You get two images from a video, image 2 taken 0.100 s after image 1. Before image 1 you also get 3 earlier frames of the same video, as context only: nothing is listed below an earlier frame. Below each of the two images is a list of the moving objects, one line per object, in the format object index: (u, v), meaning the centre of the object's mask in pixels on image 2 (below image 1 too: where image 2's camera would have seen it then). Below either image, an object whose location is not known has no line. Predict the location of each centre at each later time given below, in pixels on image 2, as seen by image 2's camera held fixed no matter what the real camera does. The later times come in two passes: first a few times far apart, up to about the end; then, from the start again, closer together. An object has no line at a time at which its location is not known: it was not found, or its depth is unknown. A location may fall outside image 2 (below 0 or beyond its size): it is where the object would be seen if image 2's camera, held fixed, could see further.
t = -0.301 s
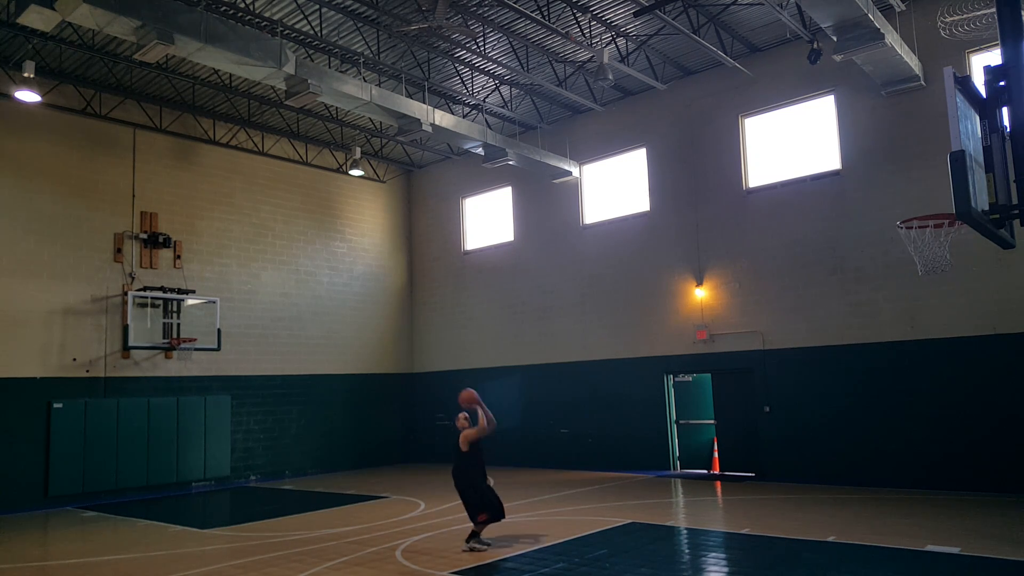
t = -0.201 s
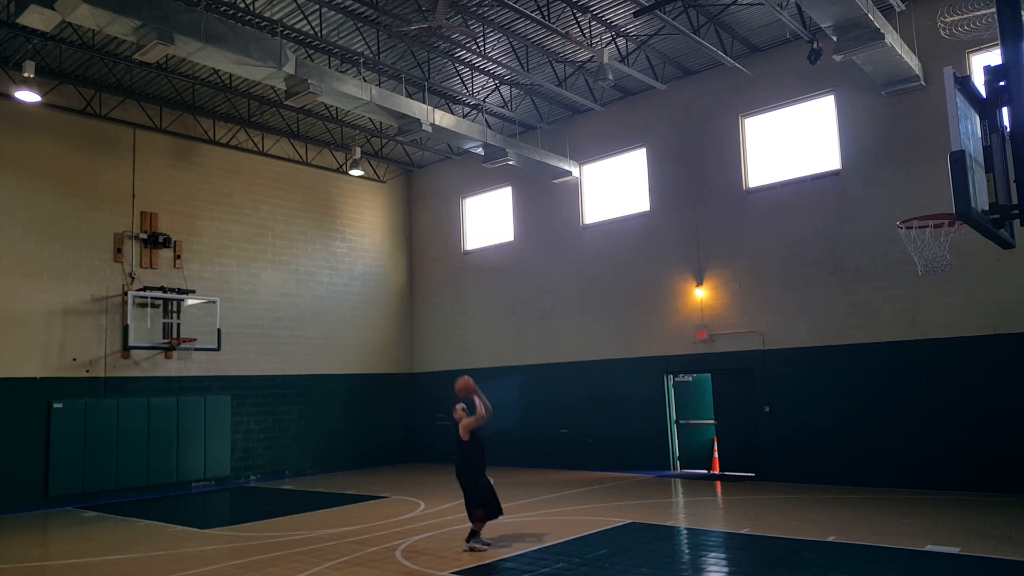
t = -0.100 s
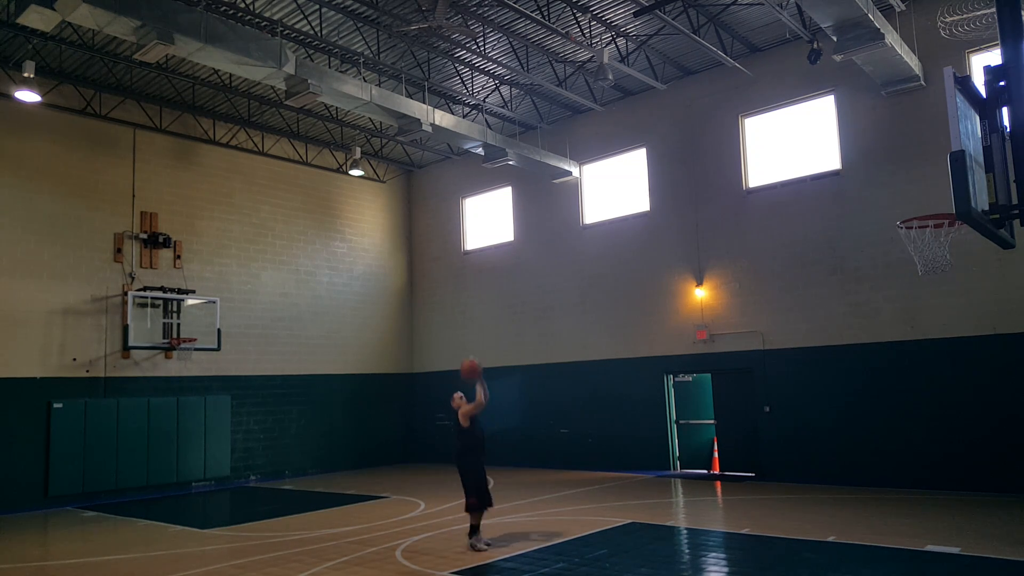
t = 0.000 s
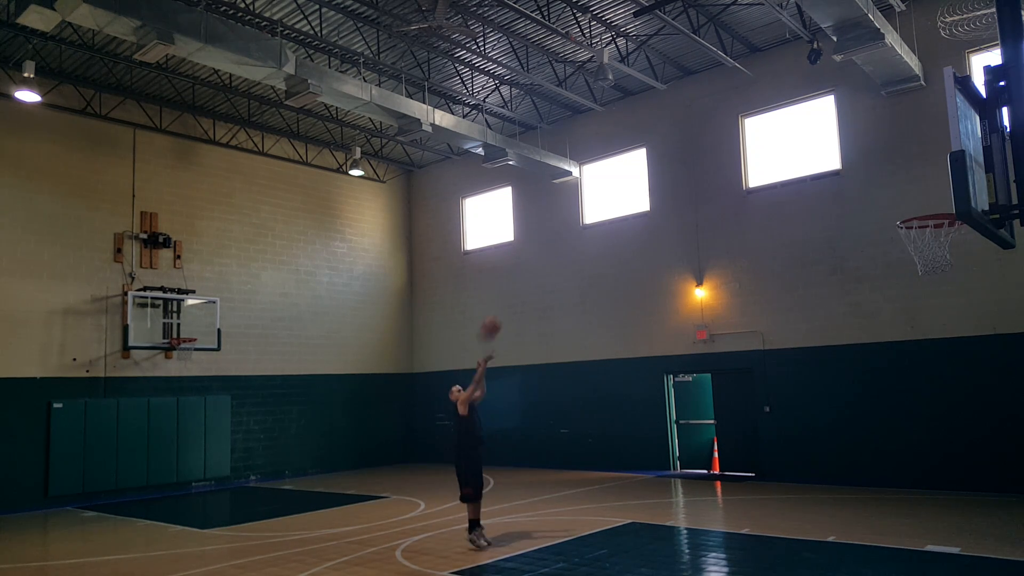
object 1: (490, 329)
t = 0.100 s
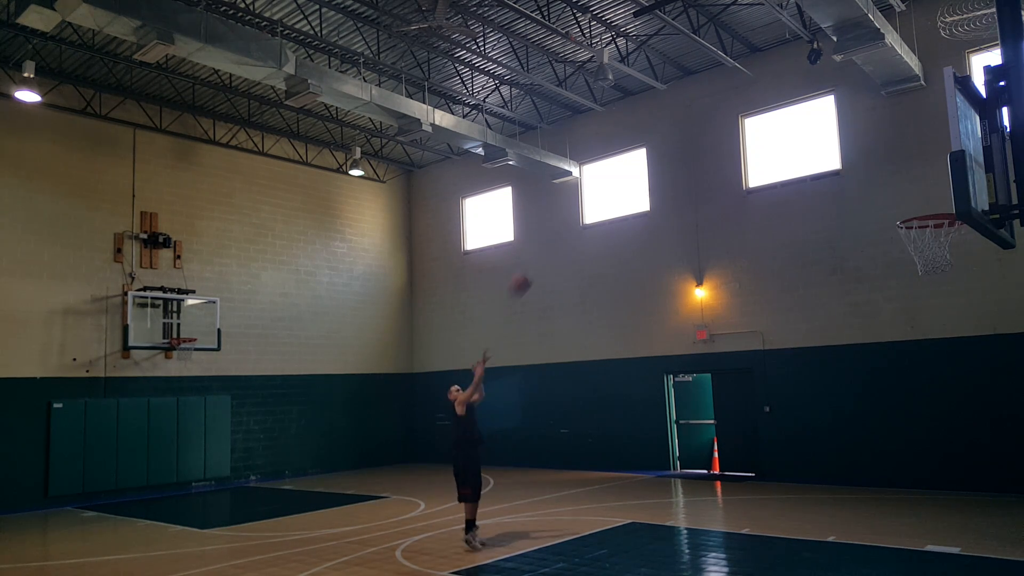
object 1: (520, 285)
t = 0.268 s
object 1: (576, 224)
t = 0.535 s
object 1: (680, 169)
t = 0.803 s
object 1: (811, 179)
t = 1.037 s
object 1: (874, 197)
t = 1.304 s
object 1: (819, 180)
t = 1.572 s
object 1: (774, 235)
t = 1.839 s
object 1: (738, 359)
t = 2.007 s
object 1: (721, 466)
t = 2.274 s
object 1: (697, 470)
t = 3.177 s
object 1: (664, 458)
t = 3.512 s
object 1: (653, 489)
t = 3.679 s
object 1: (640, 449)
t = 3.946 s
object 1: (624, 443)
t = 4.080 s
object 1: (618, 465)
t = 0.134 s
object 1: (531, 271)
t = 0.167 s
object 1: (541, 259)
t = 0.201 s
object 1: (553, 247)
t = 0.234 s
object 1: (565, 237)
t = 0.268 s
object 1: (576, 224)
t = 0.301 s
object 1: (589, 213)
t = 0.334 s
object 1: (602, 203)
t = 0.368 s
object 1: (615, 195)
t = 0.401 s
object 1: (627, 188)
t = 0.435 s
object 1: (641, 182)
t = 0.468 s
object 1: (655, 177)
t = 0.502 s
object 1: (668, 172)
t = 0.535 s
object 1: (680, 169)
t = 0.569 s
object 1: (696, 166)
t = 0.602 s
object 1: (710, 164)
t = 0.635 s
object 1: (725, 163)
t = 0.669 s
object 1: (740, 164)
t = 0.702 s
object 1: (759, 166)
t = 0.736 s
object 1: (775, 168)
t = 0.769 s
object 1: (793, 173)
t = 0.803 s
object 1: (811, 179)
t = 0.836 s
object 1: (827, 185)
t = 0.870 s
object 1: (847, 193)
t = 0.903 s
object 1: (866, 202)
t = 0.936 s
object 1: (885, 212)
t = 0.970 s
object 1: (888, 213)
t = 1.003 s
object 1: (881, 205)
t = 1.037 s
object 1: (874, 197)
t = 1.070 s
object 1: (866, 191)
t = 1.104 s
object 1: (859, 185)
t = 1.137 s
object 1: (852, 181)
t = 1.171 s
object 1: (845, 178)
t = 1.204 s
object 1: (838, 177)
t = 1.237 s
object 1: (831, 177)
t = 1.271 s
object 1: (825, 177)
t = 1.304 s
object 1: (819, 180)
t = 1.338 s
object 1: (813, 183)
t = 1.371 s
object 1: (807, 187)
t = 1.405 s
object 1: (801, 192)
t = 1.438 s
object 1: (796, 198)
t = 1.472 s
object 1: (790, 205)
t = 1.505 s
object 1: (785, 214)
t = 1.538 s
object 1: (779, 224)
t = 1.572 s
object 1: (774, 235)
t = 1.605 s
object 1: (770, 246)
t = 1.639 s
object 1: (765, 258)
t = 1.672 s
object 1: (760, 272)
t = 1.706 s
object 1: (756, 288)
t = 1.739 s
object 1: (752, 303)
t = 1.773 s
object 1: (748, 321)
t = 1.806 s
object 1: (745, 337)
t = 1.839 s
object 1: (738, 359)
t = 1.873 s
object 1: (733, 378)
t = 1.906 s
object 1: (730, 398)
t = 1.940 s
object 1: (726, 421)
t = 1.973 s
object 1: (723, 445)
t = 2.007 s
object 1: (721, 466)
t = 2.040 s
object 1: (718, 498)
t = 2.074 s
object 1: (715, 523)
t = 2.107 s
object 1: (711, 555)
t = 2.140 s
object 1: (708, 542)
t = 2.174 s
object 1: (705, 522)
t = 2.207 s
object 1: (703, 505)
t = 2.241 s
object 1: (699, 488)
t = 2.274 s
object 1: (697, 470)
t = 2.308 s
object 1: (694, 455)
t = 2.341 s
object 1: (691, 443)
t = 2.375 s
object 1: (689, 430)
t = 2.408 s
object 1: (688, 419)
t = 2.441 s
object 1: (686, 408)
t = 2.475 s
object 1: (684, 399)
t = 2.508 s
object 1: (682, 392)
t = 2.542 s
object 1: (681, 385)
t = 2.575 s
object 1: (680, 379)
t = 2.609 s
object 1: (678, 375)
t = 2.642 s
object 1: (676, 371)
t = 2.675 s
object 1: (675, 368)
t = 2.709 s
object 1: (675, 367)
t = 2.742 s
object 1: (673, 367)
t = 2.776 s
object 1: (672, 367)
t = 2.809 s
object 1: (671, 369)
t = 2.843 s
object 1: (670, 372)
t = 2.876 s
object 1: (669, 375)
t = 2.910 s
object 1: (668, 380)
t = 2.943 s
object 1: (668, 386)
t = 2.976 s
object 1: (667, 394)
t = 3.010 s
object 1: (666, 401)
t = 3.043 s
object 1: (665, 410)
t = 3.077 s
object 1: (666, 420)
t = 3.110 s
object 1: (665, 431)
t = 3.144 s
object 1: (665, 443)
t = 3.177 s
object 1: (664, 458)
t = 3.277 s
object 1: (666, 509)
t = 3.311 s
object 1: (667, 525)
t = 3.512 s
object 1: (653, 489)
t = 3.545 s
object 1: (650, 479)
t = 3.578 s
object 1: (647, 470)
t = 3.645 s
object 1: (643, 456)
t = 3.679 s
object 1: (640, 449)
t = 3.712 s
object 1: (637, 445)
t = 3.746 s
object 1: (635, 442)
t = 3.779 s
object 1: (633, 439)
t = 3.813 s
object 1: (631, 438)
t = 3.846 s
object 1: (629, 438)
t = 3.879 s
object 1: (628, 439)
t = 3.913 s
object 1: (625, 440)
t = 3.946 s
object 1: (624, 443)
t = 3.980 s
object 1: (622, 446)
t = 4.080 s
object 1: (618, 465)
